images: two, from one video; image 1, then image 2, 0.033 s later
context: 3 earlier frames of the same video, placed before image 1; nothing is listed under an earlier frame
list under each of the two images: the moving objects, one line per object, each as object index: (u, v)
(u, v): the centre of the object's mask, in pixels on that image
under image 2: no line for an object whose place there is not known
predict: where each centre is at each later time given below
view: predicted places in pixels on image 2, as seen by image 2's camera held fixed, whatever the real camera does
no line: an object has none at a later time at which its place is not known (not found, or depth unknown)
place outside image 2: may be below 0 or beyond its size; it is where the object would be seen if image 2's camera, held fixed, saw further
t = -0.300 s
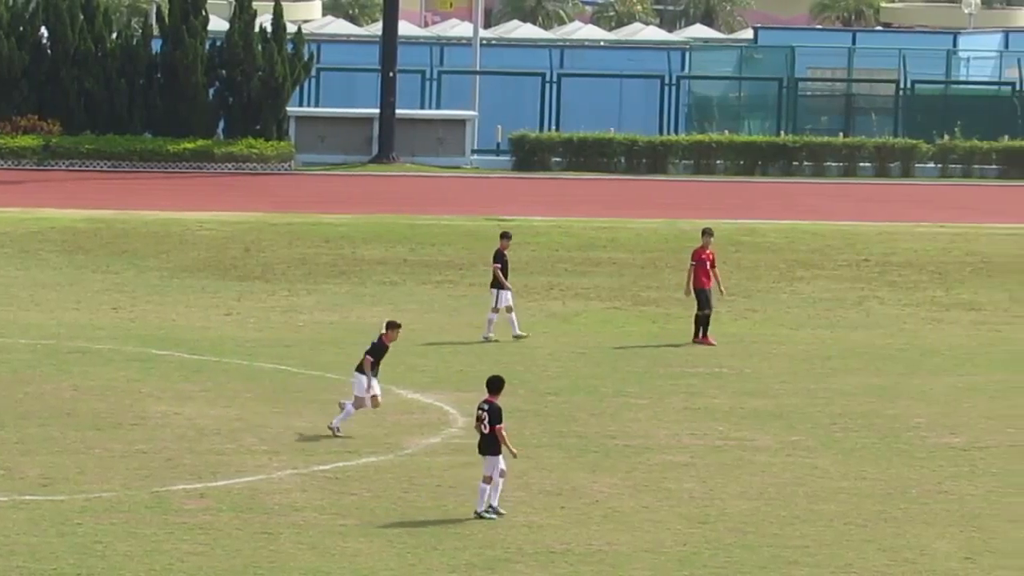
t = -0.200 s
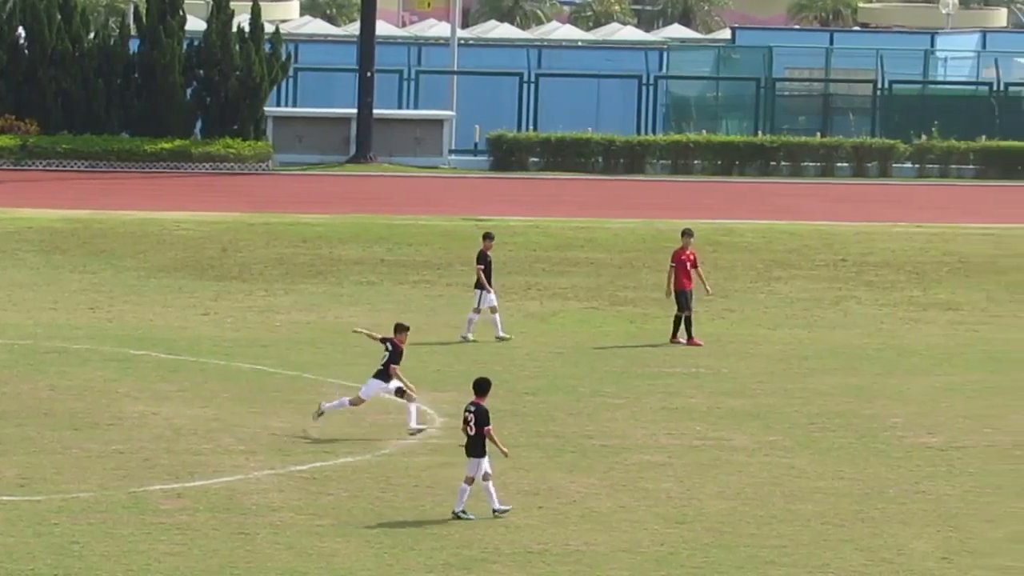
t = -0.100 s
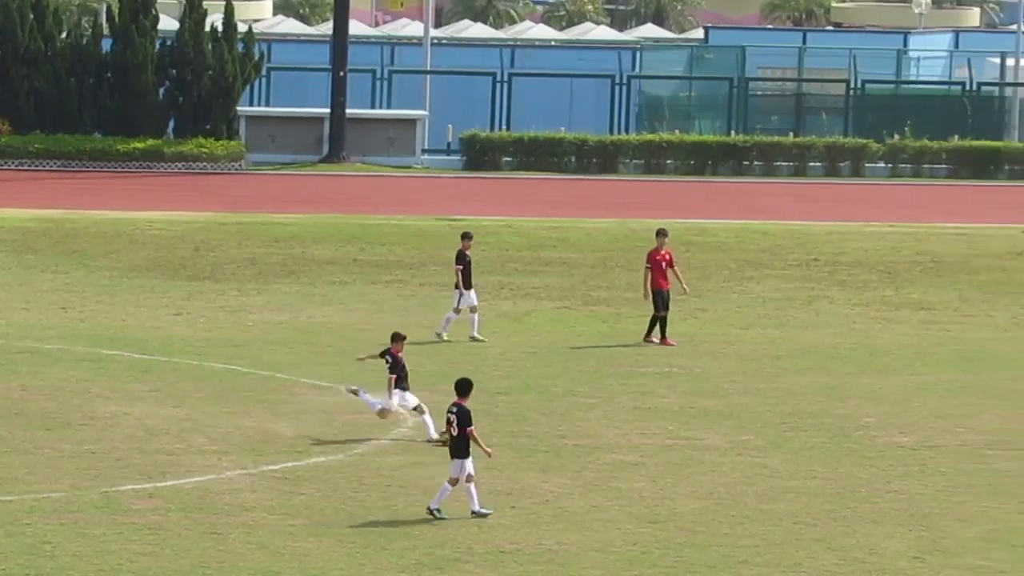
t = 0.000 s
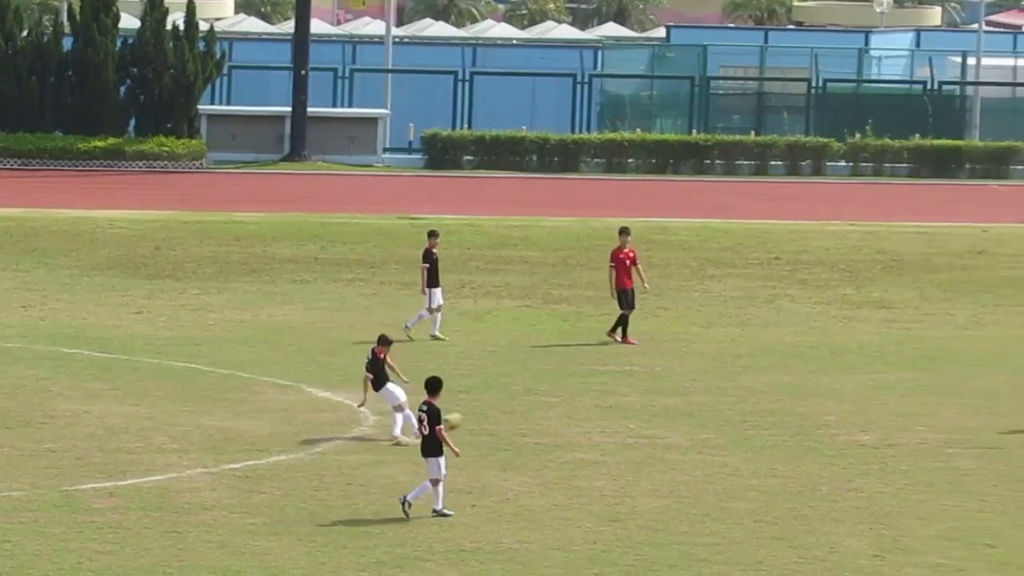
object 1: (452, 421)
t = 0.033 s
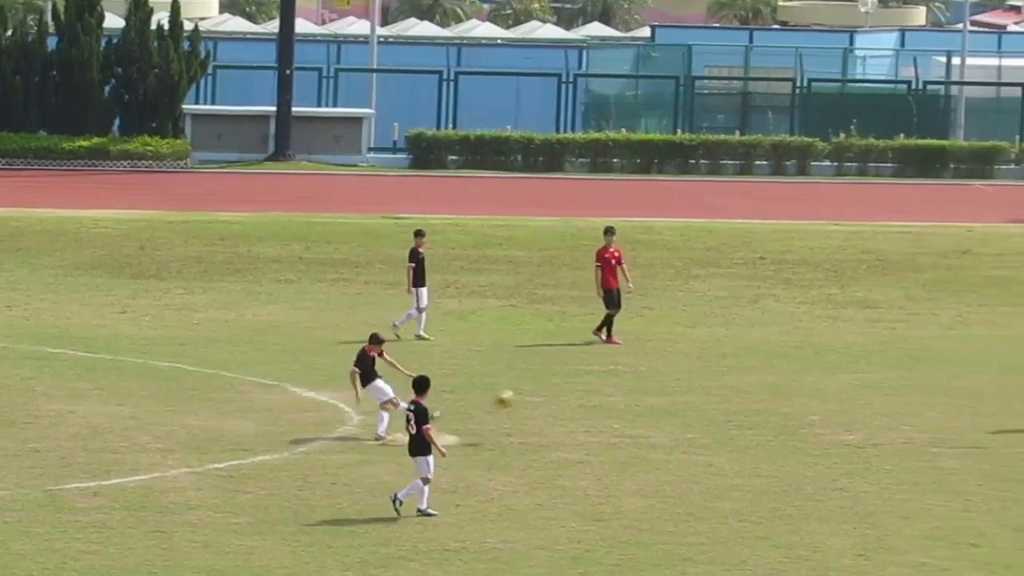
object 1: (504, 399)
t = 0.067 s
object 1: (571, 377)
